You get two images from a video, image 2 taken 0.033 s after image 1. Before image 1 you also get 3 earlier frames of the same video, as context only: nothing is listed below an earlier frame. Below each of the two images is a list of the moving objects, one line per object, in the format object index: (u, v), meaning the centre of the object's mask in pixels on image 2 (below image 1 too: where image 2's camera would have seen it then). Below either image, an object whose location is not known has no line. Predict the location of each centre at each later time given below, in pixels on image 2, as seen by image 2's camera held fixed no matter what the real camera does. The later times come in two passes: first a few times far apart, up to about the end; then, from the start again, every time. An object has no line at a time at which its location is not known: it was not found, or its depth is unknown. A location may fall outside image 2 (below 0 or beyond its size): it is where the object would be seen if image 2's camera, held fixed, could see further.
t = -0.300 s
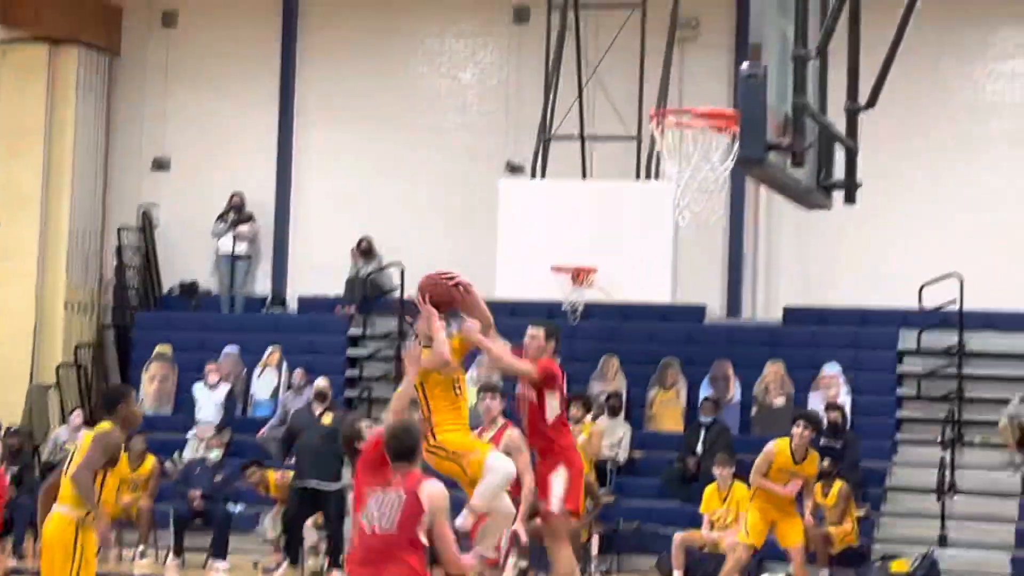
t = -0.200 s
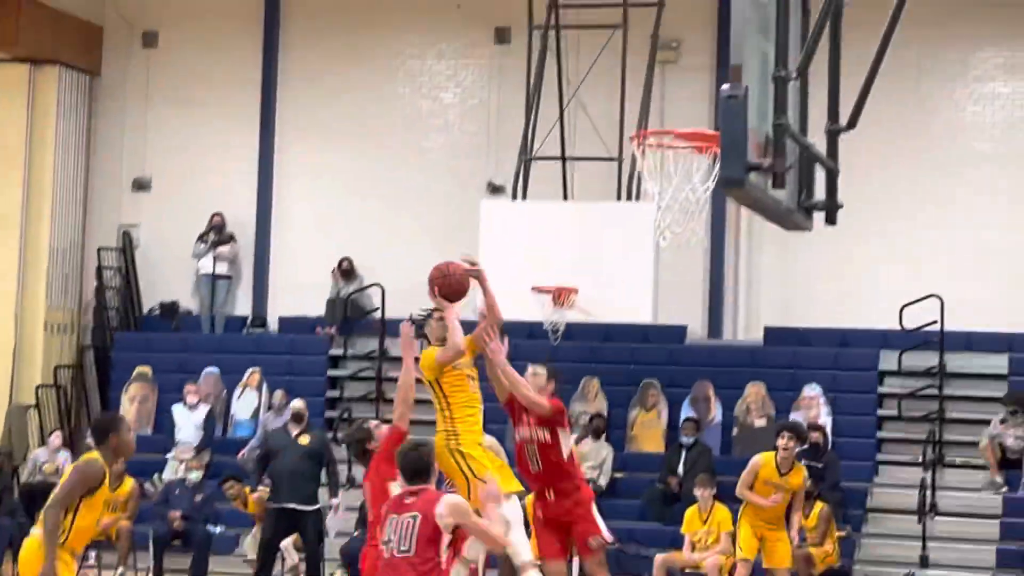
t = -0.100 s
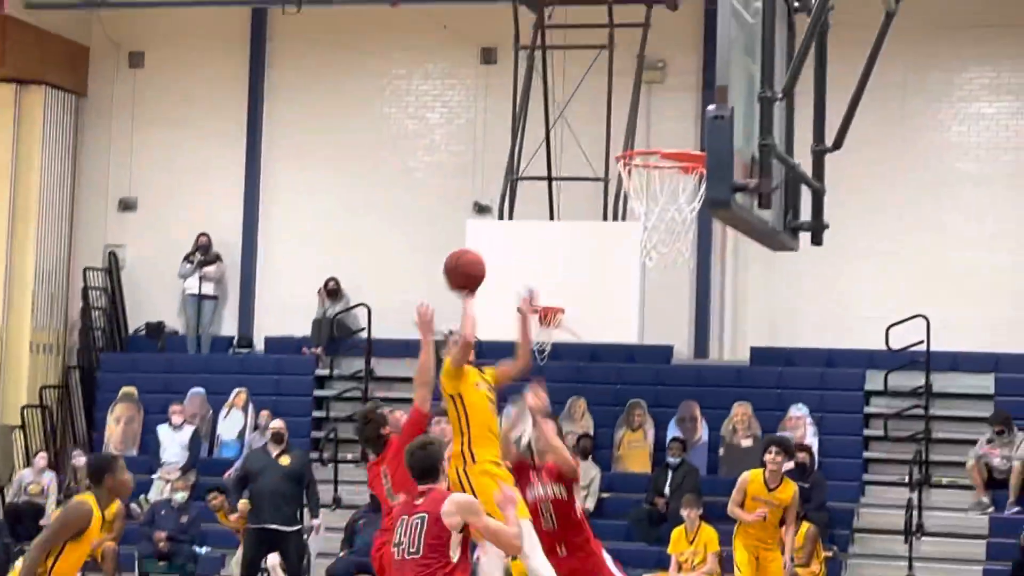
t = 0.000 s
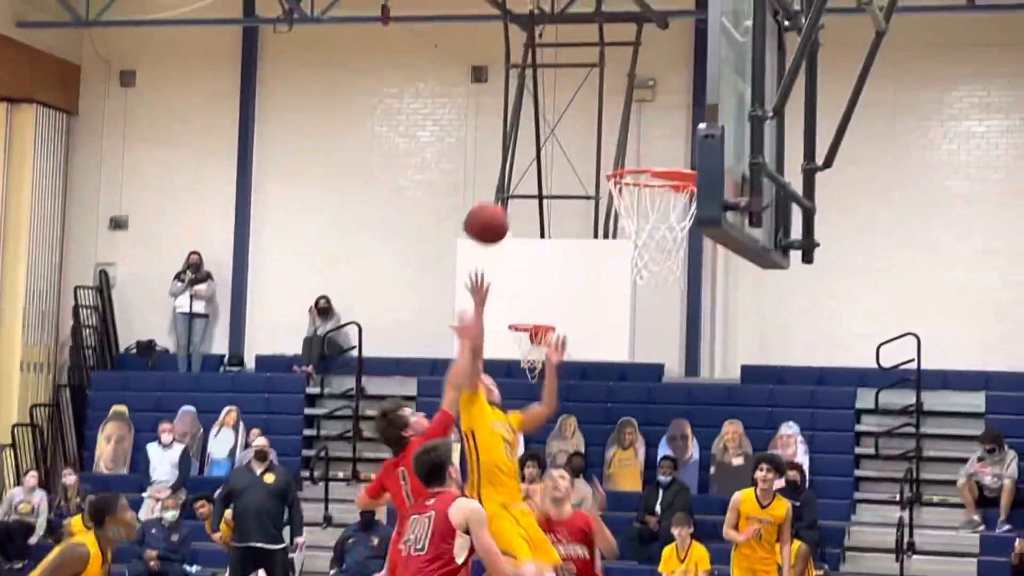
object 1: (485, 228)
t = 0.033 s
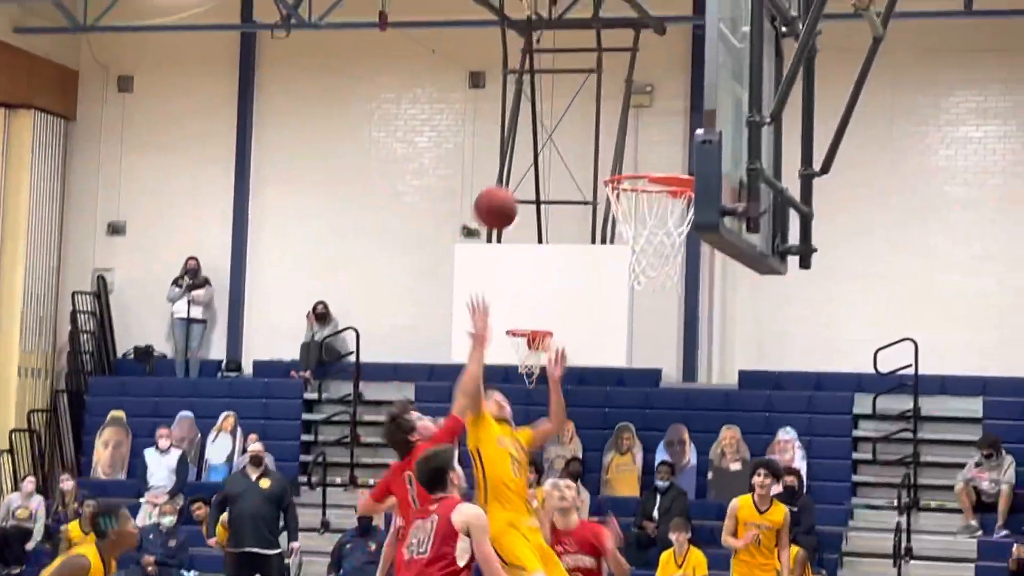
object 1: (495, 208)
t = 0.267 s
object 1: (577, 105)
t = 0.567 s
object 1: (686, 115)
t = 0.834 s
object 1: (641, 108)
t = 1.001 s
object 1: (596, 127)
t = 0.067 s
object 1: (507, 188)
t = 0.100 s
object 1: (518, 169)
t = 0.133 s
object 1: (530, 154)
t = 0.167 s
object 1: (541, 139)
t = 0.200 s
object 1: (553, 126)
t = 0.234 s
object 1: (564, 114)
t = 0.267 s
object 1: (577, 105)
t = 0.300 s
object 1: (589, 98)
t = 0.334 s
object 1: (601, 93)
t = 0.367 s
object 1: (613, 90)
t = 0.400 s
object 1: (626, 88)
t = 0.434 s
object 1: (639, 89)
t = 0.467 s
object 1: (653, 93)
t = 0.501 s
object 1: (666, 99)
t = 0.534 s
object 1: (679, 107)
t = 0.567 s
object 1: (686, 115)
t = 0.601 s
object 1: (691, 125)
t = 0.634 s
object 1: (685, 141)
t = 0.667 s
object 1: (677, 148)
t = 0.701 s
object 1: (672, 135)
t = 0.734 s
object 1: (666, 125)
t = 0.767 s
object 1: (657, 117)
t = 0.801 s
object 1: (649, 111)
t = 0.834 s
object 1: (641, 108)
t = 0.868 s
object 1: (632, 107)
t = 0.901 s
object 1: (623, 108)
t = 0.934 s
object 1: (614, 112)
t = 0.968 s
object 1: (604, 118)
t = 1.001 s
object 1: (596, 127)
